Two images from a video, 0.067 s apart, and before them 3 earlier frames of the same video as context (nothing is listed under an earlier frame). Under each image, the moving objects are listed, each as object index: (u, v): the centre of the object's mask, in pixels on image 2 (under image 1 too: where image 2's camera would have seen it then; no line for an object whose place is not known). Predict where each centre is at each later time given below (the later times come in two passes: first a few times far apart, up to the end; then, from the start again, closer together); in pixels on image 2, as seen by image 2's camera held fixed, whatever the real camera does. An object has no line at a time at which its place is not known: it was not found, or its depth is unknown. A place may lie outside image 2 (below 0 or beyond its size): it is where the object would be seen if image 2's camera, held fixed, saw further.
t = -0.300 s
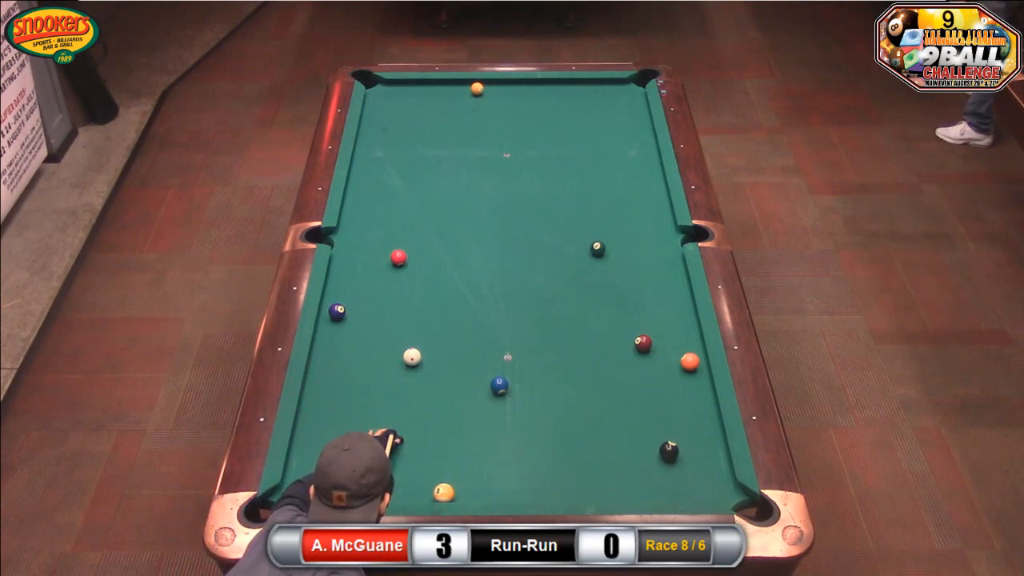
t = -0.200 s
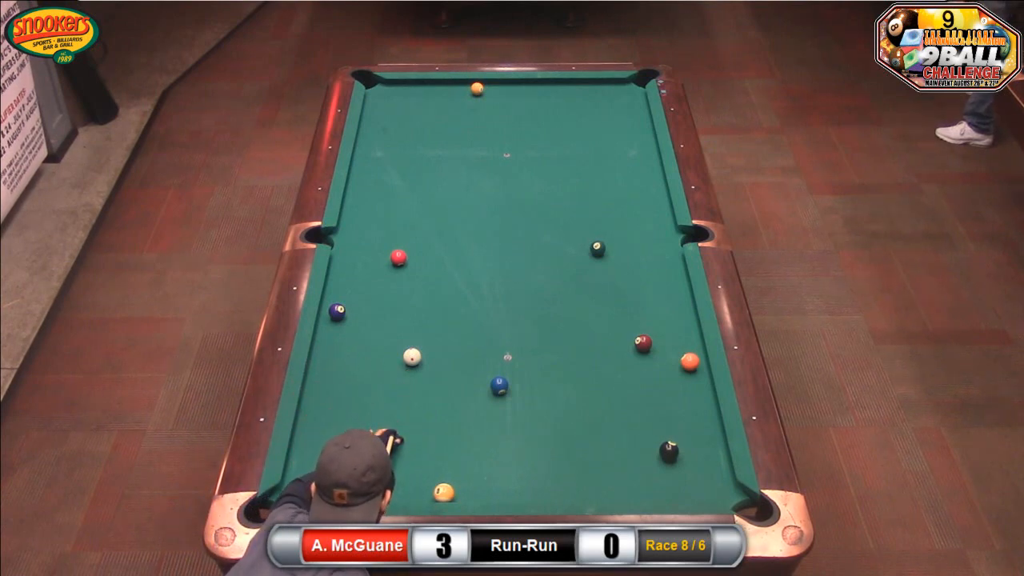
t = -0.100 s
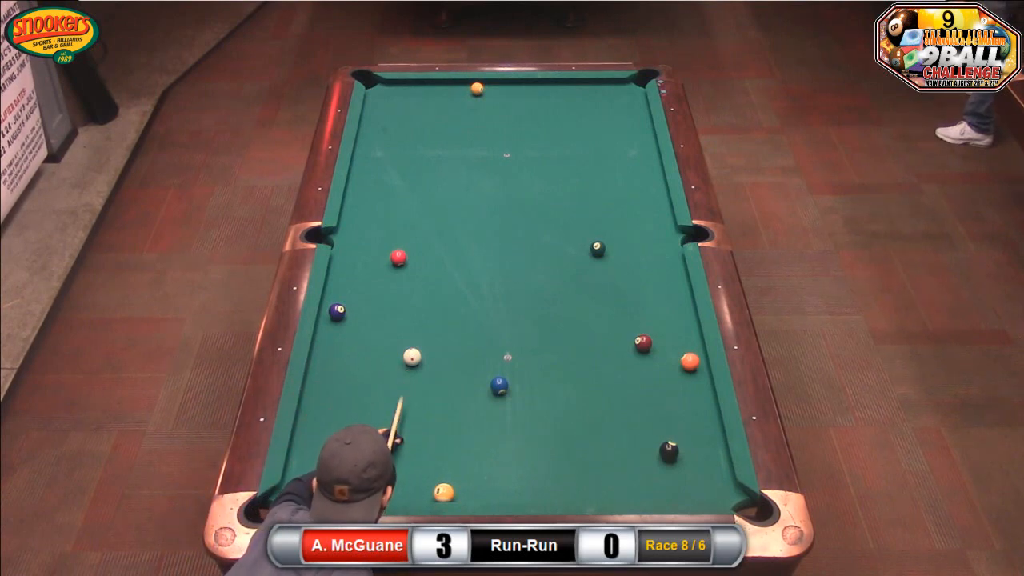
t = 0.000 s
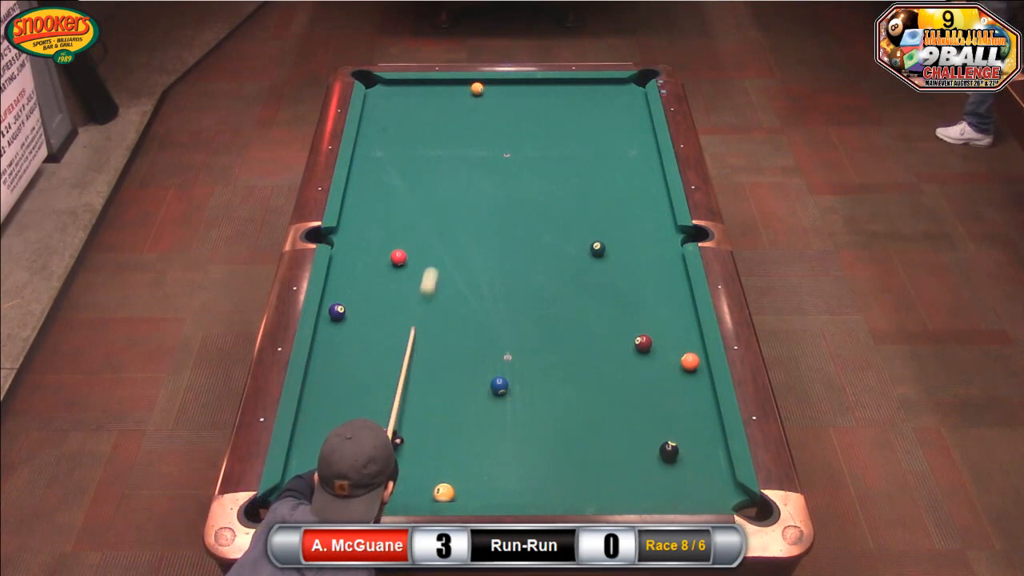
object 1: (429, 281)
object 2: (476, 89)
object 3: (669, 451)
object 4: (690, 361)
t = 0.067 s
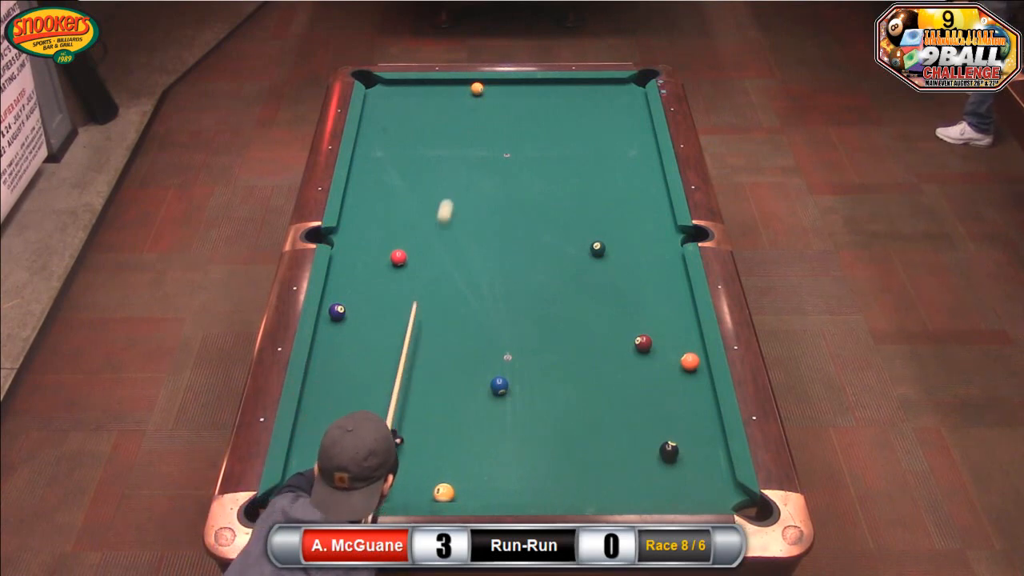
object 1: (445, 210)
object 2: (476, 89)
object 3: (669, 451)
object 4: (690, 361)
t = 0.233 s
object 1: (467, 92)
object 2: (483, 82)
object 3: (669, 452)
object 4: (690, 361)
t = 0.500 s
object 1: (400, 92)
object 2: (532, 186)
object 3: (669, 451)
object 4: (690, 361)
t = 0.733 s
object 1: (375, 100)
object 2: (578, 290)
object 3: (669, 452)
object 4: (690, 361)
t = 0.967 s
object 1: (396, 108)
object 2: (635, 422)
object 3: (669, 451)
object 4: (690, 361)
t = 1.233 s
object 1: (419, 116)
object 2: (633, 448)
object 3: (683, 432)
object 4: (690, 361)
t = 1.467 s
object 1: (439, 124)
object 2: (580, 415)
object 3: (705, 392)
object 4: (690, 361)
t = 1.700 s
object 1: (458, 131)
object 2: (532, 385)
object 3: (678, 372)
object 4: (691, 355)
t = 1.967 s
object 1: (480, 139)
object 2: (481, 353)
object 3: (647, 362)
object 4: (695, 341)
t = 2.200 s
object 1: (498, 146)
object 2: (441, 328)
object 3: (623, 354)
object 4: (691, 331)
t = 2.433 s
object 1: (516, 153)
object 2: (404, 305)
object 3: (600, 347)
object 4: (687, 323)
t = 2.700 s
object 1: (535, 160)
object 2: (365, 281)
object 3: (575, 339)
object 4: (682, 315)
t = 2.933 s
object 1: (551, 166)
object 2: (337, 262)
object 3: (556, 333)
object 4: (679, 309)
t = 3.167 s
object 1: (566, 172)
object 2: (357, 251)
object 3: (538, 328)
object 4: (676, 305)
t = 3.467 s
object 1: (585, 179)
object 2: (380, 238)
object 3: (518, 322)
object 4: (673, 299)
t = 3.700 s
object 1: (599, 185)
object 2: (396, 229)
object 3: (503, 318)
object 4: (671, 296)
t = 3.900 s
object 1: (610, 189)
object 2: (409, 221)
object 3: (492, 315)
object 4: (670, 295)
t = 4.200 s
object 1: (626, 194)
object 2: (427, 211)
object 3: (477, 311)
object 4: (669, 293)
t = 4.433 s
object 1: (637, 199)
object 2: (440, 204)
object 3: (466, 309)
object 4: (668, 292)
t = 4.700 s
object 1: (649, 203)
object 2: (453, 197)
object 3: (456, 306)
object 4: (668, 293)
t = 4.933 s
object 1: (658, 207)
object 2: (464, 191)
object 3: (449, 304)
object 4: (668, 293)
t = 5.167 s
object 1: (666, 210)
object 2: (473, 186)
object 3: (443, 301)
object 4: (668, 293)
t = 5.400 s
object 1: (663, 212)
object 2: (482, 181)
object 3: (439, 300)
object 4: (668, 293)
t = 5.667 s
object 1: (660, 213)
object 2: (490, 177)
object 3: (434, 299)
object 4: (668, 293)
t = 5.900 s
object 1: (659, 214)
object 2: (497, 173)
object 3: (432, 298)
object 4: (668, 293)
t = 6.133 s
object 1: (658, 214)
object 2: (503, 170)
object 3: (430, 298)
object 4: (668, 293)
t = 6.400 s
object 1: (658, 214)
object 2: (509, 167)
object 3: (430, 298)
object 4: (668, 293)
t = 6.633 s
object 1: (658, 214)
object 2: (513, 165)
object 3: (430, 298)
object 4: (668, 293)
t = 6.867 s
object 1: (658, 214)
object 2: (517, 164)
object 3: (430, 298)
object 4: (668, 293)
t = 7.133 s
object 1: (658, 214)
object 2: (519, 162)
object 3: (430, 298)
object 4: (668, 293)
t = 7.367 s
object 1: (658, 214)
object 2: (521, 161)
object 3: (430, 298)
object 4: (668, 293)
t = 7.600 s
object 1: (658, 214)
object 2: (521, 161)
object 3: (430, 298)
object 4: (668, 293)
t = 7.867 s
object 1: (658, 214)
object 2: (522, 161)
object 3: (430, 298)
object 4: (668, 293)
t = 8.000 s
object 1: (658, 214)
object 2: (522, 161)
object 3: (430, 298)
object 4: (668, 293)
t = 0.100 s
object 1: (452, 180)
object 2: (476, 89)
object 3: (669, 451)
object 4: (690, 361)
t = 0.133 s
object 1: (458, 152)
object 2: (476, 89)
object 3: (669, 451)
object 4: (690, 361)
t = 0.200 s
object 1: (469, 104)
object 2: (477, 88)
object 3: (669, 451)
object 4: (690, 361)
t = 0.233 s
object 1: (467, 92)
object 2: (483, 82)
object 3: (669, 452)
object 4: (690, 361)
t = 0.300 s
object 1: (446, 87)
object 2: (495, 103)
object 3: (669, 452)
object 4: (690, 361)
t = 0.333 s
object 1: (436, 84)
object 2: (501, 117)
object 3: (669, 452)
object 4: (690, 361)
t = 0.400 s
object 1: (421, 85)
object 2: (513, 143)
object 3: (669, 451)
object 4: (690, 361)
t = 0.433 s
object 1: (413, 88)
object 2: (519, 157)
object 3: (669, 451)
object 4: (690, 361)
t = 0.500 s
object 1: (400, 92)
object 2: (532, 186)
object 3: (669, 451)
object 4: (690, 361)
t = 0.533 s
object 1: (394, 93)
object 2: (538, 200)
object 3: (669, 451)
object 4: (690, 361)
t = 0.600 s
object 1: (382, 96)
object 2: (551, 229)
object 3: (669, 451)
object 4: (690, 361)
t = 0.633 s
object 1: (376, 97)
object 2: (558, 244)
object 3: (669, 451)
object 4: (690, 361)
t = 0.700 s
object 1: (371, 99)
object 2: (571, 274)
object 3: (669, 452)
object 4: (690, 361)
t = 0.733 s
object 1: (375, 100)
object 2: (578, 290)
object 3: (669, 452)
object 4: (690, 361)
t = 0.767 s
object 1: (378, 101)
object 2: (585, 306)
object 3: (669, 452)
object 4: (690, 361)
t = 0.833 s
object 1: (383, 103)
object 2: (600, 342)
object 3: (669, 452)
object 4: (690, 361)
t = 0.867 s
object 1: (386, 104)
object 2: (608, 360)
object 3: (669, 451)
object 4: (690, 361)
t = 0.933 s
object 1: (392, 107)
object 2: (625, 400)
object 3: (669, 451)
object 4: (690, 361)
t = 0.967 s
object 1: (396, 108)
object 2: (635, 422)
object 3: (669, 451)
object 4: (690, 361)
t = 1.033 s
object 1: (401, 110)
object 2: (654, 466)
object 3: (669, 451)
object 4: (690, 361)
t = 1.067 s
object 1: (404, 111)
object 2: (664, 489)
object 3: (669, 452)
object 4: (690, 361)
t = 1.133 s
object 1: (410, 113)
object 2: (660, 469)
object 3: (669, 451)
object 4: (690, 361)
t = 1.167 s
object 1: (413, 114)
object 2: (652, 459)
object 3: (673, 447)
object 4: (690, 361)
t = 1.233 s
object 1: (419, 116)
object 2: (633, 448)
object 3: (683, 432)
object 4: (690, 361)
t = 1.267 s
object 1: (422, 117)
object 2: (626, 443)
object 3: (688, 425)
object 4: (690, 361)
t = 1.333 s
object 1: (428, 119)
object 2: (610, 434)
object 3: (696, 414)
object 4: (690, 361)
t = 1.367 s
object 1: (430, 121)
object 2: (602, 429)
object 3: (700, 408)
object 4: (690, 361)
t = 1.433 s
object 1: (436, 123)
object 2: (588, 420)
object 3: (708, 397)
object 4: (690, 361)
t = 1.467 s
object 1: (439, 124)
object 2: (580, 415)
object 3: (705, 392)
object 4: (690, 361)
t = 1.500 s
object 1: (442, 125)
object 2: (573, 411)
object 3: (701, 388)
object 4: (690, 361)
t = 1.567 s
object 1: (447, 127)
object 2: (559, 402)
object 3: (693, 380)
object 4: (690, 361)
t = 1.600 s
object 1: (450, 128)
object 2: (552, 397)
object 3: (690, 377)
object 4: (690, 360)
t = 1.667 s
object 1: (456, 130)
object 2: (538, 389)
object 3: (682, 373)
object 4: (691, 357)
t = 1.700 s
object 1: (458, 131)
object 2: (532, 385)
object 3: (678, 372)
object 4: (691, 355)
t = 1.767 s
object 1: (464, 133)
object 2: (519, 376)
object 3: (670, 369)
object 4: (692, 352)
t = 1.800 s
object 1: (467, 134)
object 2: (512, 372)
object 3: (666, 368)
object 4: (693, 350)
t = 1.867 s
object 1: (472, 136)
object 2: (500, 364)
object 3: (658, 366)
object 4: (694, 346)
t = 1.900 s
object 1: (475, 137)
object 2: (493, 361)
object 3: (655, 365)
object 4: (694, 344)
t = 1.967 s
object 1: (480, 139)
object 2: (481, 353)
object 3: (647, 362)
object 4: (695, 341)
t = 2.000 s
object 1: (483, 140)
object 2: (475, 349)
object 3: (644, 361)
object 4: (695, 339)
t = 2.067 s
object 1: (488, 142)
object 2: (463, 342)
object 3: (637, 358)
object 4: (694, 336)
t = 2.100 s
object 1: (491, 143)
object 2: (457, 338)
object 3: (633, 357)
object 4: (693, 335)
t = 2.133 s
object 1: (493, 144)
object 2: (452, 335)
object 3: (629, 356)
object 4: (693, 334)
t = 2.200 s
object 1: (498, 146)
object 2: (441, 328)
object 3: (623, 354)
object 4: (691, 331)
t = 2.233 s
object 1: (501, 147)
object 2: (435, 324)
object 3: (619, 353)
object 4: (690, 330)
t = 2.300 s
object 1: (506, 149)
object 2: (425, 318)
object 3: (613, 351)
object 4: (689, 328)
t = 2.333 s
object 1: (509, 150)
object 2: (419, 315)
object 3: (609, 350)
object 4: (689, 327)
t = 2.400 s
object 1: (514, 152)
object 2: (409, 308)
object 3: (603, 348)
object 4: (688, 324)
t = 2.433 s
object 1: (516, 153)
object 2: (404, 305)
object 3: (600, 347)
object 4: (687, 323)
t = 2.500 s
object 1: (521, 155)
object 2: (394, 299)
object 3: (593, 345)
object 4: (686, 321)
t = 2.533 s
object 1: (524, 156)
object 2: (389, 296)
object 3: (591, 344)
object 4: (685, 320)
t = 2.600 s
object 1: (528, 157)
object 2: (379, 290)
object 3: (585, 342)
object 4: (684, 318)
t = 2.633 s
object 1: (531, 158)
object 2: (374, 287)
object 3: (581, 341)
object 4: (683, 317)
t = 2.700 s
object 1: (535, 160)
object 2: (365, 281)
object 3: (575, 339)
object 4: (682, 315)
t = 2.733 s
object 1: (538, 161)
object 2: (360, 278)
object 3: (573, 338)
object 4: (681, 314)
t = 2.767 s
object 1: (540, 162)
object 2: (356, 275)
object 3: (570, 337)
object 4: (681, 313)
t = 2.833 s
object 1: (545, 164)
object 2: (347, 269)
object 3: (564, 336)
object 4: (680, 312)
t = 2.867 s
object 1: (547, 164)
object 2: (342, 266)
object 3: (562, 335)
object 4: (680, 311)
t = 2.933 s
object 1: (551, 166)
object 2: (337, 262)
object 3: (556, 333)
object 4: (679, 309)
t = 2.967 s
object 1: (554, 167)
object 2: (340, 260)
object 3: (554, 332)
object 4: (678, 309)
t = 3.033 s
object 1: (558, 169)
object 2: (345, 257)
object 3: (548, 331)
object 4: (677, 307)
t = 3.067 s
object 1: (560, 170)
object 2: (348, 255)
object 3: (546, 330)
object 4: (677, 306)
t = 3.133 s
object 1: (564, 171)
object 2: (354, 252)
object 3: (541, 328)
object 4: (676, 305)
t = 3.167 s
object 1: (566, 172)
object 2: (357, 251)
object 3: (538, 328)
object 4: (676, 305)
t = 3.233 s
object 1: (571, 174)
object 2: (362, 248)
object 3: (533, 326)
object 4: (675, 303)
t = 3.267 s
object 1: (573, 175)
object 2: (365, 246)
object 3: (531, 326)
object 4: (675, 303)
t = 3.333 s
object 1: (577, 176)
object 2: (370, 243)
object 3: (527, 325)
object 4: (674, 302)
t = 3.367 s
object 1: (579, 177)
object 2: (372, 242)
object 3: (524, 324)
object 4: (674, 301)
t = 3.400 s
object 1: (581, 178)
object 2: (374, 241)
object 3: (522, 323)
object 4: (674, 301)
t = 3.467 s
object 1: (585, 179)
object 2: (380, 238)
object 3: (518, 322)
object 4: (673, 299)
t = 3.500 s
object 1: (587, 180)
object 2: (382, 236)
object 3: (515, 321)
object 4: (673, 299)
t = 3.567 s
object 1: (591, 182)
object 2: (387, 234)
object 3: (511, 320)
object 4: (672, 298)
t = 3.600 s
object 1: (593, 182)
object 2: (389, 232)
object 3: (509, 320)
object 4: (672, 298)
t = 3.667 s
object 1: (597, 184)
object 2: (394, 230)
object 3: (505, 318)
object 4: (671, 297)
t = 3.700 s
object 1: (599, 185)
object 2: (396, 229)
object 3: (503, 318)
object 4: (671, 296)
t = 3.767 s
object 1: (603, 186)
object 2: (400, 226)
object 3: (499, 317)
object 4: (671, 296)
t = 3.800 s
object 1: (605, 187)
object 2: (403, 224)
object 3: (497, 316)
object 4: (670, 295)
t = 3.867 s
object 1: (609, 188)
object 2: (407, 222)
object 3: (494, 315)
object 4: (670, 295)
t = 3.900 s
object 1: (610, 189)
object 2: (409, 221)
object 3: (492, 315)
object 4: (670, 295)
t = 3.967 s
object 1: (614, 190)
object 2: (413, 219)
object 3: (488, 314)
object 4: (670, 294)
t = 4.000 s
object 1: (616, 191)
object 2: (415, 218)
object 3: (486, 313)
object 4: (670, 294)
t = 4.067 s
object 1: (619, 192)
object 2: (419, 215)
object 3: (483, 313)
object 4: (669, 293)
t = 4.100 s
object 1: (621, 193)
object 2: (421, 214)
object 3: (481, 312)
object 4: (669, 293)
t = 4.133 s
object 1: (623, 194)
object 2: (423, 213)
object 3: (480, 312)
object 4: (669, 293)
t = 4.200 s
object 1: (626, 194)
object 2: (427, 211)
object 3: (477, 311)
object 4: (669, 293)
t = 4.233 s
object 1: (628, 195)
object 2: (429, 210)
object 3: (475, 311)
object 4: (669, 293)
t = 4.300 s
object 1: (631, 197)
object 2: (432, 208)
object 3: (472, 310)
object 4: (668, 293)
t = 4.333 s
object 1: (633, 197)
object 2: (434, 207)
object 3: (470, 310)
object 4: (668, 292)
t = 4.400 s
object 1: (636, 199)
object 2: (438, 205)
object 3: (468, 309)
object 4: (668, 292)
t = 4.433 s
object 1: (637, 199)
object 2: (440, 204)
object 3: (466, 309)
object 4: (668, 292)
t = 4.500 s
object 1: (640, 200)
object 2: (443, 202)
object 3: (464, 308)
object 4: (668, 293)
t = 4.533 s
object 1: (642, 201)
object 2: (445, 201)
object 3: (462, 307)
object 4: (668, 293)
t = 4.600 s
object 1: (644, 202)
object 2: (448, 200)
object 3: (460, 307)
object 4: (668, 293)
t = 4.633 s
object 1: (646, 202)
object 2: (450, 199)
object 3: (458, 307)
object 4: (668, 293)
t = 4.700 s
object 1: (649, 203)
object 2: (453, 197)
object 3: (456, 306)
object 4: (668, 293)
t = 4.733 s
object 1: (650, 204)
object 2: (455, 196)
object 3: (455, 306)
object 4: (668, 293)
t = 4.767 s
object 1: (652, 204)
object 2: (456, 195)
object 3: (454, 305)
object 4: (668, 293)
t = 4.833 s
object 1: (654, 205)
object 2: (459, 193)
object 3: (452, 305)
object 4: (668, 293)
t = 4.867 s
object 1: (655, 206)
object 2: (461, 193)
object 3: (451, 304)
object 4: (668, 293)
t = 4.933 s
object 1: (658, 207)
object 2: (464, 191)
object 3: (449, 304)
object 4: (668, 293)
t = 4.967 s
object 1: (659, 207)
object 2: (465, 190)
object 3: (448, 303)
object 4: (668, 293)
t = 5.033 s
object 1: (661, 208)
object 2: (468, 189)
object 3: (447, 303)
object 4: (668, 293)
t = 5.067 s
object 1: (662, 209)
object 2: (469, 188)
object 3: (446, 302)
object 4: (668, 293)
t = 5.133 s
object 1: (665, 210)
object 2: (472, 187)
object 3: (444, 302)
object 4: (668, 293)
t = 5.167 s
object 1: (666, 210)
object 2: (473, 186)
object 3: (443, 301)
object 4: (668, 293)
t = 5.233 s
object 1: (665, 211)
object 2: (476, 185)
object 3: (442, 301)
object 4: (668, 293)
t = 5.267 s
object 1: (665, 211)
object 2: (477, 184)
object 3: (441, 301)
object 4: (668, 293)
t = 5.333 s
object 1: (664, 211)
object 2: (479, 183)
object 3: (440, 300)
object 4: (668, 293)
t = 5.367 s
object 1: (664, 212)
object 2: (480, 182)
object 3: (439, 300)
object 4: (668, 293)
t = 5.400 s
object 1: (663, 212)
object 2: (482, 181)
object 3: (439, 300)
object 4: (668, 293)
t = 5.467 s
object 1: (662, 212)
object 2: (484, 180)
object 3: (437, 300)
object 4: (668, 293)
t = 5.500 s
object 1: (662, 212)
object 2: (485, 179)
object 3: (437, 300)
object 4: (668, 293)
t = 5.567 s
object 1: (661, 213)
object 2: (487, 178)
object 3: (436, 299)
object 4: (668, 293)
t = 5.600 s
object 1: (661, 213)
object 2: (488, 178)
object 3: (435, 299)
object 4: (668, 293)
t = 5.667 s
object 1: (660, 213)
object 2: (490, 177)
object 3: (434, 299)
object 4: (668, 293)
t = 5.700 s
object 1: (660, 213)
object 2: (491, 176)
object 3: (434, 299)
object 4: (668, 293)
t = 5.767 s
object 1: (660, 213)
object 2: (493, 175)
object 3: (433, 298)
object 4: (668, 293)
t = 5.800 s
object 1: (659, 213)
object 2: (494, 175)
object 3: (433, 298)
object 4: (668, 293)
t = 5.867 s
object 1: (659, 213)
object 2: (496, 174)
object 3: (432, 298)
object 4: (668, 293)
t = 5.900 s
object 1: (659, 214)
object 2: (497, 173)
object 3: (432, 298)
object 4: (668, 293)
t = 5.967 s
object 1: (658, 214)
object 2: (499, 172)
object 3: (431, 298)
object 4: (668, 293)
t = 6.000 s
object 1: (658, 214)
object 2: (500, 172)
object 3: (431, 298)
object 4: (668, 293)
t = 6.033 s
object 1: (658, 214)
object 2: (501, 171)
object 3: (431, 298)
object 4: (668, 293)
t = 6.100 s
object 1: (658, 214)
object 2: (502, 170)
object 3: (431, 298)
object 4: (668, 293)
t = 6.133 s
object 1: (658, 214)
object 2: (503, 170)
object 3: (430, 298)
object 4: (668, 293)
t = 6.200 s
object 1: (658, 214)
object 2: (505, 169)
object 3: (430, 298)
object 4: (668, 293)
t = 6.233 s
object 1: (658, 214)
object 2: (505, 169)
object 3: (430, 298)
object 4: (668, 293)
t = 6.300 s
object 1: (658, 214)
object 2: (507, 168)
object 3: (430, 298)
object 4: (668, 293)
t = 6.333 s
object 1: (658, 214)
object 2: (508, 168)
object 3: (430, 298)
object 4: (668, 293)
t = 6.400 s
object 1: (658, 214)
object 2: (509, 167)
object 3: (430, 298)
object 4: (668, 293)
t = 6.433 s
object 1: (658, 214)
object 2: (509, 167)
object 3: (430, 298)
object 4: (668, 293)
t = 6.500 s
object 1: (658, 214)
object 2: (511, 166)
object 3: (430, 298)
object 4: (668, 293)
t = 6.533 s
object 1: (658, 214)
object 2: (511, 166)
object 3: (430, 298)
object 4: (668, 293)
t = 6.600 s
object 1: (658, 214)
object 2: (513, 166)
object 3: (430, 298)
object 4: (668, 293)
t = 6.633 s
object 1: (658, 214)
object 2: (513, 165)
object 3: (430, 298)
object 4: (668, 293)
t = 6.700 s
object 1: (658, 214)
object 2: (514, 165)
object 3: (430, 298)
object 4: (668, 293)
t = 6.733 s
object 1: (658, 214)
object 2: (515, 165)
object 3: (430, 298)
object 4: (668, 293)
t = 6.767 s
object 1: (658, 214)
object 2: (515, 165)
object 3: (430, 298)
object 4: (668, 293)
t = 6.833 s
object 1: (658, 214)
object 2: (516, 164)
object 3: (430, 298)
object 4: (668, 293)
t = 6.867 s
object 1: (658, 214)
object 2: (517, 164)
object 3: (430, 298)
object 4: (668, 293)
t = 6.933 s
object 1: (658, 214)
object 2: (517, 164)
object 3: (430, 298)
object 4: (668, 293)
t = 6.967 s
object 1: (658, 214)
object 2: (518, 164)
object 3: (430, 298)
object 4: (668, 293)
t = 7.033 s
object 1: (658, 214)
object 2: (518, 163)
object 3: (430, 298)
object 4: (668, 293)
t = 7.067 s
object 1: (658, 214)
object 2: (519, 163)
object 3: (430, 298)
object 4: (668, 293)
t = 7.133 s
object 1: (658, 214)
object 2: (519, 162)
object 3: (430, 298)
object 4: (668, 293)
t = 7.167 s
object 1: (658, 214)
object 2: (520, 162)
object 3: (430, 298)
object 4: (668, 293)
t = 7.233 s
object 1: (658, 214)
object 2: (520, 162)
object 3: (430, 299)
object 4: (668, 293)
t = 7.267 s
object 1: (658, 214)
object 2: (520, 162)
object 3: (430, 298)
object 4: (668, 293)
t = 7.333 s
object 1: (658, 214)
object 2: (521, 162)
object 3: (430, 298)
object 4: (668, 293)
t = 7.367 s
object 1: (658, 214)
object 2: (521, 161)
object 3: (430, 298)
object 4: (668, 293)
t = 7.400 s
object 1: (658, 214)
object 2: (521, 161)
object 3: (430, 298)
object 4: (668, 293)
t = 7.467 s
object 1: (658, 214)
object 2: (521, 161)
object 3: (430, 298)
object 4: (668, 293)
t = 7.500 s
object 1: (658, 214)
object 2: (521, 161)
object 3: (430, 298)
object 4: (668, 293)
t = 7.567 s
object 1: (658, 214)
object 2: (521, 161)
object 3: (430, 298)
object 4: (668, 293)
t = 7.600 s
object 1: (658, 214)
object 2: (521, 161)
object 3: (430, 298)
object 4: (668, 293)
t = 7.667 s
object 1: (658, 214)
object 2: (522, 161)
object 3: (430, 298)
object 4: (668, 293)
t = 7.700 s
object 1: (658, 214)
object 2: (522, 161)
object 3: (430, 298)
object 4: (668, 293)
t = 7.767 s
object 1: (658, 214)
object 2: (522, 161)
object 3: (430, 298)
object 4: (668, 293)
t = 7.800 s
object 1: (658, 214)
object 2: (522, 161)
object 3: (430, 298)
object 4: (670, 292)
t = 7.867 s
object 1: (658, 214)
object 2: (522, 161)
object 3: (430, 298)
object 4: (668, 293)
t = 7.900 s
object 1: (660, 213)
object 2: (522, 161)
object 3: (430, 298)
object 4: (668, 293)
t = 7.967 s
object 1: (658, 214)
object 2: (522, 161)
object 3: (430, 298)
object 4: (668, 293)
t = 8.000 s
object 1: (658, 214)
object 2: (522, 161)
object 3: (430, 298)
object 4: (668, 293)
